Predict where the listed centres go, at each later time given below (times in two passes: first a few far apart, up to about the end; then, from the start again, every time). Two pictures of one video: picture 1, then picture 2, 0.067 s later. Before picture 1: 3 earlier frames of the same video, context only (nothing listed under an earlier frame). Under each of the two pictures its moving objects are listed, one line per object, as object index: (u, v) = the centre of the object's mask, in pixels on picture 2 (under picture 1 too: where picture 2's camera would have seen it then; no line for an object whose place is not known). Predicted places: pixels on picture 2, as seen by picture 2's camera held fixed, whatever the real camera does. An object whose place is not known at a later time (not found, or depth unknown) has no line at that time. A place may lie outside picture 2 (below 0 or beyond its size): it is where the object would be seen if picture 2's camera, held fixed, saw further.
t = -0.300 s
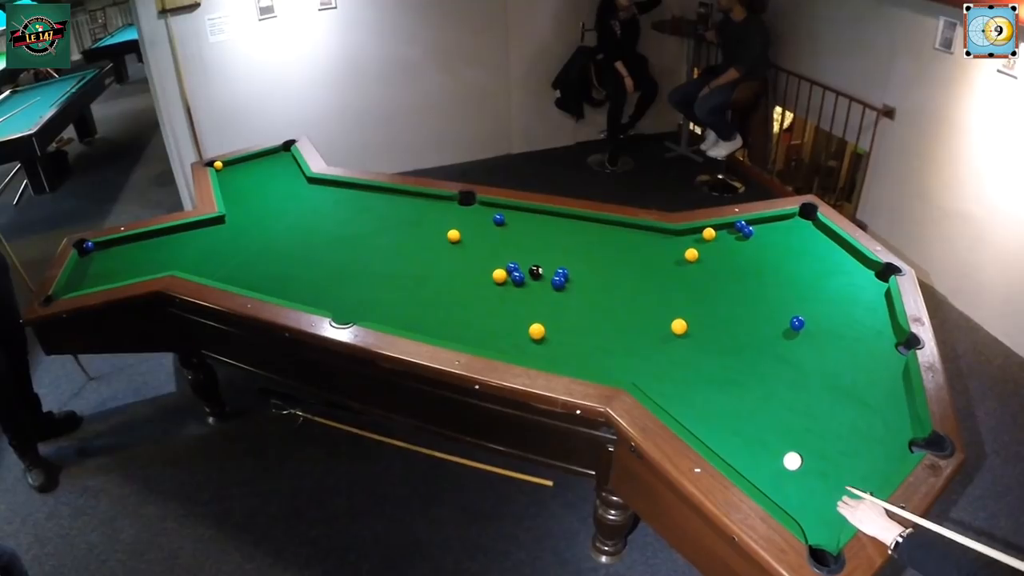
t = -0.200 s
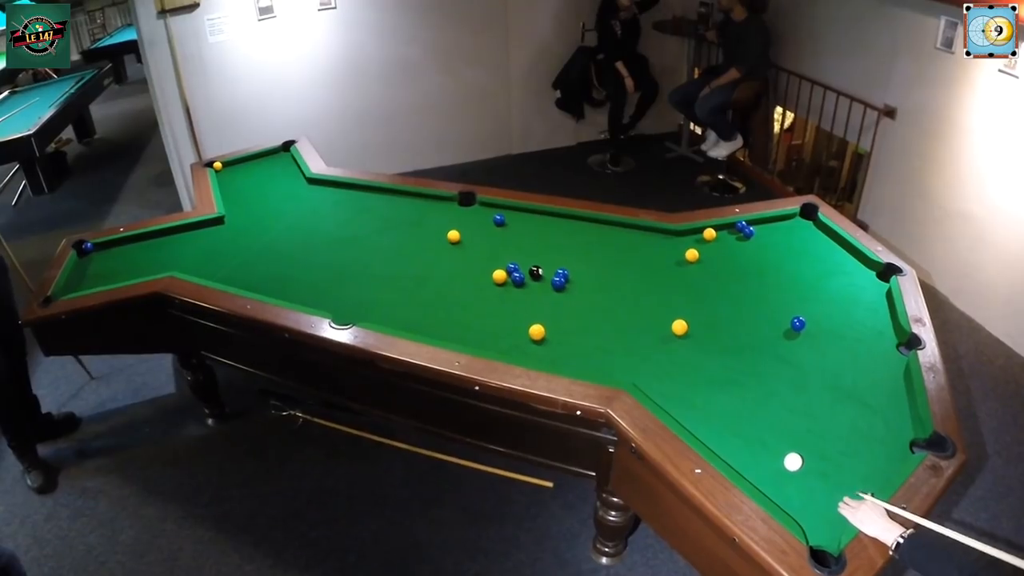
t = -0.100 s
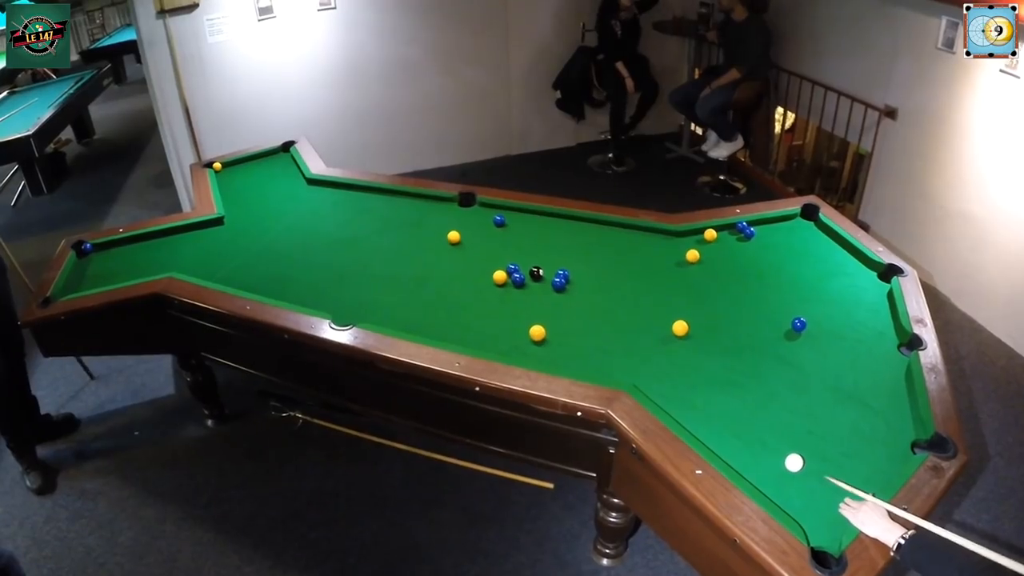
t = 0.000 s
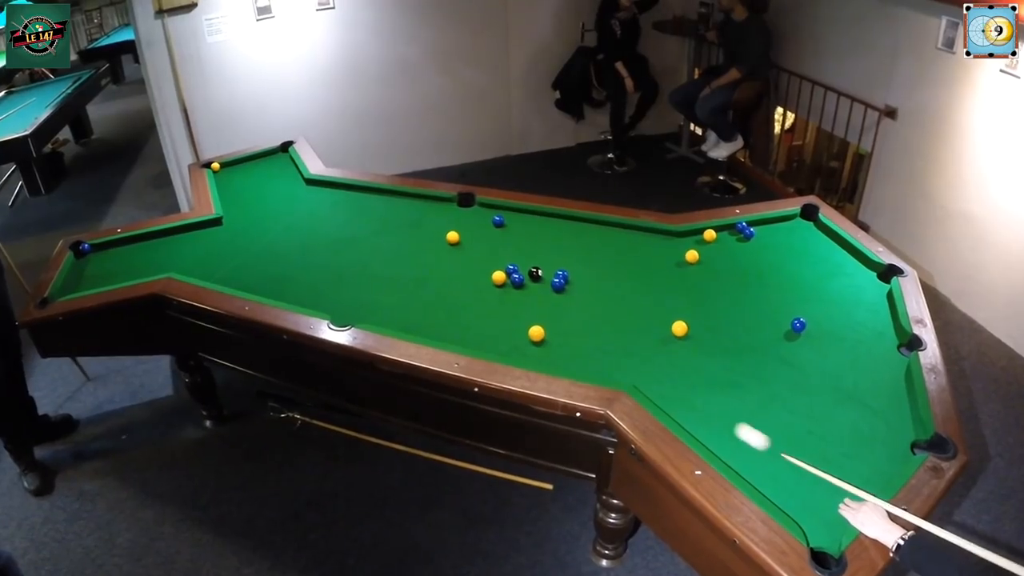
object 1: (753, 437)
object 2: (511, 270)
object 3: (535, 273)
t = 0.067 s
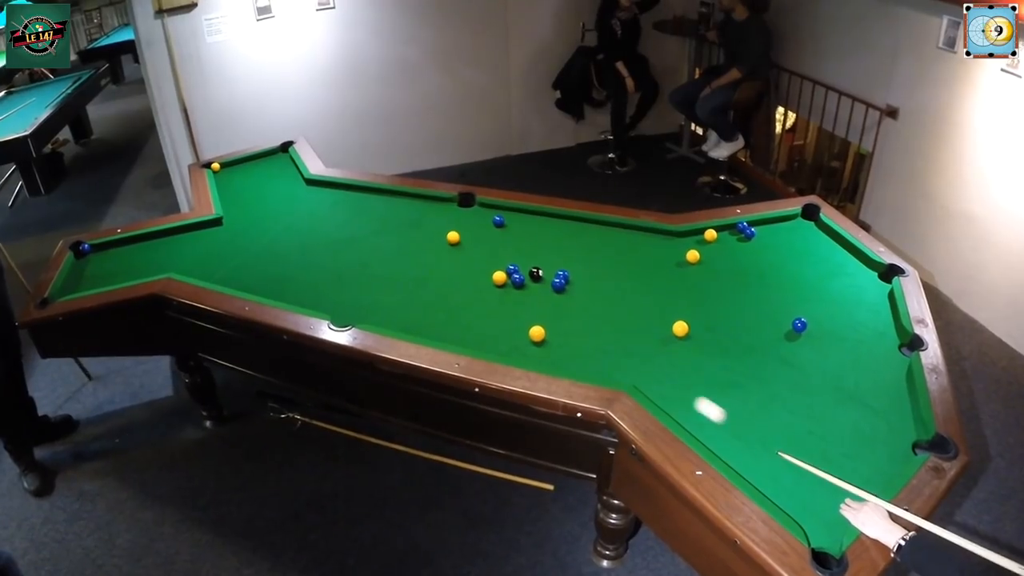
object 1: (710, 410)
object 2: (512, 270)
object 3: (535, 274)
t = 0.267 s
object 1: (605, 343)
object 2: (512, 270)
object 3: (536, 274)
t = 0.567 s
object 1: (492, 289)
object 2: (506, 260)
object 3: (536, 274)
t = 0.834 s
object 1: (411, 282)
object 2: (490, 231)
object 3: (543, 272)
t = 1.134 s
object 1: (330, 273)
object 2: (475, 206)
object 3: (549, 271)
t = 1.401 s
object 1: (267, 266)
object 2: (442, 202)
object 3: (553, 268)
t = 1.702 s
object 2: (410, 198)
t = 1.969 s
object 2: (384, 195)
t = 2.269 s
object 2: (358, 192)
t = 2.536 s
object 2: (337, 189)
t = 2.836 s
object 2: (315, 185)
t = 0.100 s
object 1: (689, 397)
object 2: (511, 270)
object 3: (536, 274)
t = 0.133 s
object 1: (671, 385)
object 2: (511, 270)
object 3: (536, 274)
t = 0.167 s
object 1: (653, 374)
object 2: (511, 270)
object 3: (536, 274)
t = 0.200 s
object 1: (636, 363)
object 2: (511, 270)
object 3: (535, 274)
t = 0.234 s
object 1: (621, 353)
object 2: (511, 270)
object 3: (536, 274)
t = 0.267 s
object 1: (605, 343)
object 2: (512, 270)
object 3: (536, 274)
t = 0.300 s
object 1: (590, 334)
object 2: (511, 270)
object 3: (536, 274)
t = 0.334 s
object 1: (576, 324)
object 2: (511, 270)
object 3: (536, 274)
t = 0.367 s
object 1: (563, 316)
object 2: (511, 270)
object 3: (536, 274)
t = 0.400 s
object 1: (550, 307)
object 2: (511, 270)
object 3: (535, 274)
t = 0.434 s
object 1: (537, 299)
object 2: (511, 270)
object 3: (535, 274)
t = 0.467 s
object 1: (525, 291)
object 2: (512, 270)
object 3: (536, 274)
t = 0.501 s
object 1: (513, 288)
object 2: (511, 269)
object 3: (536, 274)
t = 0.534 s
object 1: (503, 289)
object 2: (509, 265)
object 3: (536, 274)
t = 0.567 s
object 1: (492, 289)
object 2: (506, 260)
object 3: (536, 274)
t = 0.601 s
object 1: (482, 289)
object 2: (504, 255)
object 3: (536, 273)
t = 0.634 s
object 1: (471, 289)
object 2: (502, 251)
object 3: (537, 273)
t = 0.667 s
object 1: (461, 288)
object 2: (499, 247)
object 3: (538, 273)
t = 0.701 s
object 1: (451, 287)
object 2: (497, 243)
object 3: (539, 273)
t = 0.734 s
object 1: (441, 285)
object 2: (496, 240)
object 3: (540, 272)
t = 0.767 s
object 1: (431, 284)
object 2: (494, 237)
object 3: (541, 272)
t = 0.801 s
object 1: (421, 283)
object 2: (492, 234)
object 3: (542, 272)
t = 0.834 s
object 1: (411, 282)
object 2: (490, 231)
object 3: (543, 272)
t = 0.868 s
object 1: (401, 281)
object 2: (488, 227)
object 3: (544, 272)
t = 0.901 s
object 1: (392, 280)
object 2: (487, 225)
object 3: (544, 272)
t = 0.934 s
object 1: (383, 279)
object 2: (485, 221)
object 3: (545, 271)
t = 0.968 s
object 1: (374, 278)
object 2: (484, 218)
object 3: (546, 271)
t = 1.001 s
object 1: (364, 277)
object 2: (482, 215)
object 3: (547, 271)
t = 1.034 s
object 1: (356, 276)
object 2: (480, 213)
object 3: (547, 271)
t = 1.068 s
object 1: (347, 275)
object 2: (479, 210)
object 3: (548, 271)
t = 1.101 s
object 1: (338, 274)
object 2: (478, 207)
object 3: (549, 270)
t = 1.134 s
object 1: (330, 273)
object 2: (475, 206)
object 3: (549, 271)
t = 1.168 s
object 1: (322, 272)
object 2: (470, 205)
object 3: (550, 270)
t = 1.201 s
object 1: (314, 271)
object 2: (466, 205)
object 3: (550, 270)
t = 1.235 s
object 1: (305, 270)
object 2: (462, 205)
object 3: (551, 270)
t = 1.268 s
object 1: (297, 269)
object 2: (457, 204)
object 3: (551, 269)
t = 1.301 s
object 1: (290, 268)
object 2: (453, 204)
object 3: (552, 269)
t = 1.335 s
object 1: (282, 267)
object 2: (450, 203)
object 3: (552, 269)
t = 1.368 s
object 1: (274, 267)
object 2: (446, 203)
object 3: (553, 269)
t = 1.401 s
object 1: (267, 266)
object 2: (442, 202)
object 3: (553, 268)
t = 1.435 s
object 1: (260, 265)
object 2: (439, 202)
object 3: (553, 268)
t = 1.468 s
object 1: (253, 264)
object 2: (435, 201)
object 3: (554, 268)
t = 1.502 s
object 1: (246, 263)
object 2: (431, 201)
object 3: (554, 268)
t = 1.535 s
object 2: (428, 201)
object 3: (554, 268)
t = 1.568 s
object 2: (424, 200)
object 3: (555, 268)
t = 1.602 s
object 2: (420, 200)
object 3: (555, 267)
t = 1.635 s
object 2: (417, 199)
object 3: (555, 267)
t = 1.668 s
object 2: (413, 199)
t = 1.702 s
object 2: (410, 198)
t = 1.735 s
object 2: (406, 197)
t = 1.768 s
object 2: (403, 197)
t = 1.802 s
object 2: (400, 196)
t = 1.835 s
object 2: (397, 196)
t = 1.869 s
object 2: (393, 196)
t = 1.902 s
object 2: (390, 196)
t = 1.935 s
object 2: (387, 195)
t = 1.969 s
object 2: (384, 195)
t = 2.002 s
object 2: (381, 194)
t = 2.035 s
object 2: (378, 194)
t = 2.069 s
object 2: (375, 194)
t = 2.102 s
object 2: (372, 193)
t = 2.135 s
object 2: (369, 193)
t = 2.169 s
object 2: (366, 193)
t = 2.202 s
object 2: (363, 192)
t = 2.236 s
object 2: (360, 192)
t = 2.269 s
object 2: (358, 192)
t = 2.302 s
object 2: (355, 191)
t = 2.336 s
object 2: (352, 191)
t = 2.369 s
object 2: (350, 191)
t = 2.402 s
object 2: (347, 190)
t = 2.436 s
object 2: (345, 190)
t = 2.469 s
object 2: (342, 190)
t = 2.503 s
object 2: (339, 189)
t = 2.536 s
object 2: (337, 189)
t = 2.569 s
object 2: (334, 188)
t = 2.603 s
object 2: (332, 188)
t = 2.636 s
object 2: (329, 187)
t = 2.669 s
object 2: (327, 187)
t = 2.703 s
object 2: (325, 187)
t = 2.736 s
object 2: (322, 186)
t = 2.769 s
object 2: (320, 186)
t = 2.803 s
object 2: (318, 185)
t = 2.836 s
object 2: (315, 185)
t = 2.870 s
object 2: (313, 184)
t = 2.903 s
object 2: (311, 184)
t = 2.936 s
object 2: (309, 184)
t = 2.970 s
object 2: (307, 183)
